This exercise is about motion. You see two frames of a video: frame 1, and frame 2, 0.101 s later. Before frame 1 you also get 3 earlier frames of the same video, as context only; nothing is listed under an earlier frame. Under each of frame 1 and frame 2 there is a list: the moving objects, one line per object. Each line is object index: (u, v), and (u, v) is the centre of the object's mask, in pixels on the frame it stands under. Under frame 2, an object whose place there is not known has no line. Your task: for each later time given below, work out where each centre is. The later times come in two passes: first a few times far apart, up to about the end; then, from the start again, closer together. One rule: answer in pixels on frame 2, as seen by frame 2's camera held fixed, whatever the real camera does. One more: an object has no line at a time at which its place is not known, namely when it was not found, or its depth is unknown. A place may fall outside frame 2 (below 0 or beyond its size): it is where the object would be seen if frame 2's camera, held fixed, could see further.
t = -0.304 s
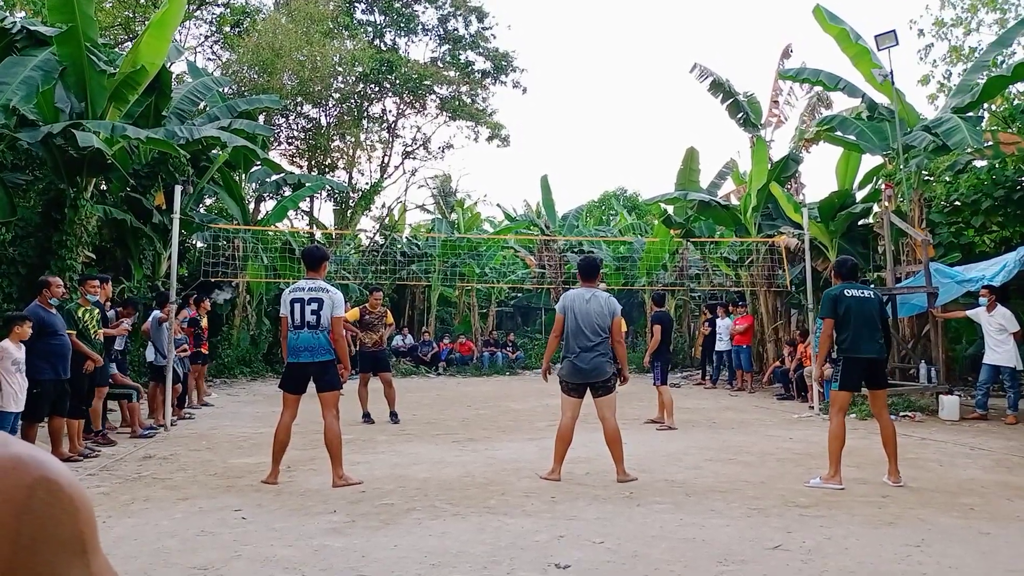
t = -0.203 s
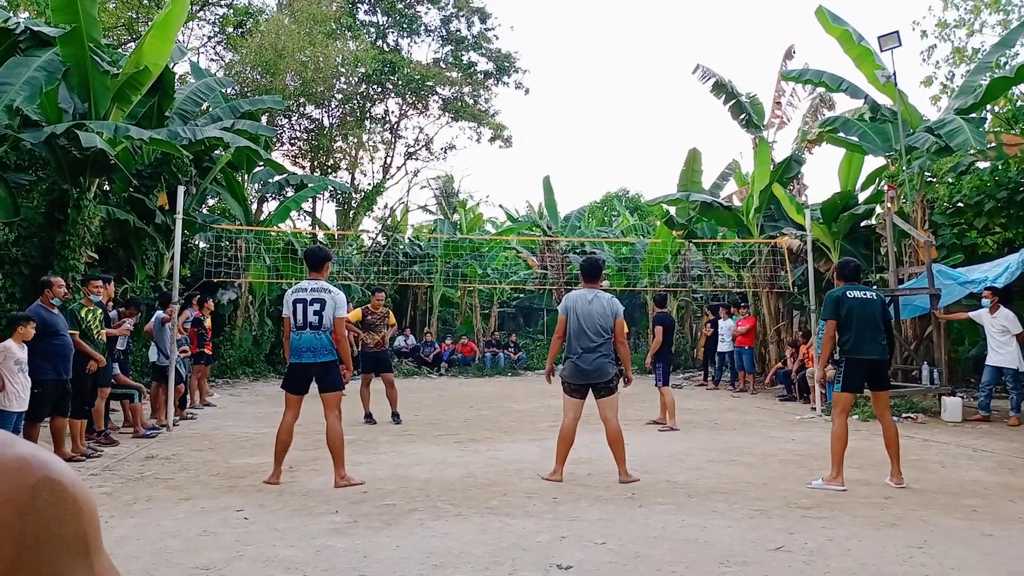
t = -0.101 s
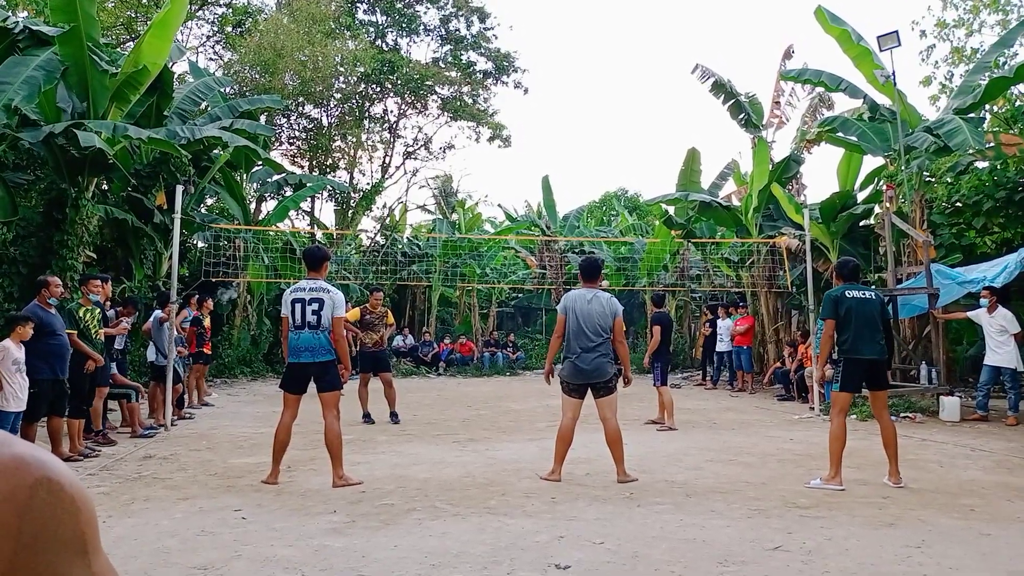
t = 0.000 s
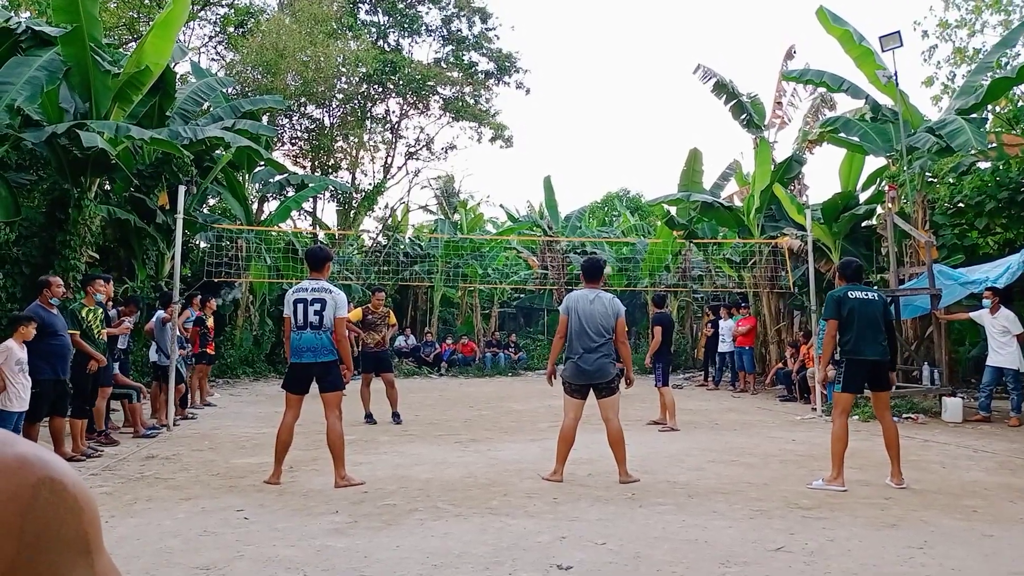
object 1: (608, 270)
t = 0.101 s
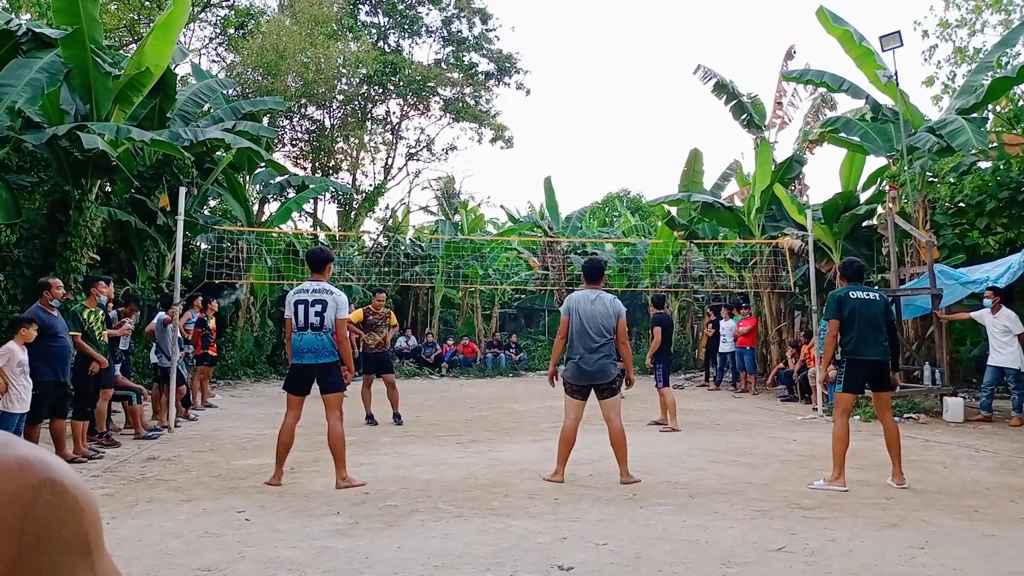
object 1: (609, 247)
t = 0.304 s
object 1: (609, 203)
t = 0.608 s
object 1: (607, 152)
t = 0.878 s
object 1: (602, 134)
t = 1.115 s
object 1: (584, 178)
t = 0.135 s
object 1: (609, 239)
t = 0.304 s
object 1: (609, 203)
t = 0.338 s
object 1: (609, 197)
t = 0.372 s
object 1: (610, 190)
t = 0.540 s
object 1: (608, 161)
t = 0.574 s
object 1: (607, 156)
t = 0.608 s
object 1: (607, 152)
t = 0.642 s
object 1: (607, 148)
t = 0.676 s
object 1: (607, 144)
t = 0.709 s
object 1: (606, 141)
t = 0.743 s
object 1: (606, 138)
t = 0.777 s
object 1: (605, 136)
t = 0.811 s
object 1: (604, 135)
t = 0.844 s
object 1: (603, 134)
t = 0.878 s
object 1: (602, 134)
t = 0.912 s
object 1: (600, 136)
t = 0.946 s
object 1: (598, 139)
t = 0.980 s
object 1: (596, 143)
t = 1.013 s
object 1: (593, 149)
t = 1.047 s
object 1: (590, 156)
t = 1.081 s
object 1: (587, 166)
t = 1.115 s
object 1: (584, 178)
